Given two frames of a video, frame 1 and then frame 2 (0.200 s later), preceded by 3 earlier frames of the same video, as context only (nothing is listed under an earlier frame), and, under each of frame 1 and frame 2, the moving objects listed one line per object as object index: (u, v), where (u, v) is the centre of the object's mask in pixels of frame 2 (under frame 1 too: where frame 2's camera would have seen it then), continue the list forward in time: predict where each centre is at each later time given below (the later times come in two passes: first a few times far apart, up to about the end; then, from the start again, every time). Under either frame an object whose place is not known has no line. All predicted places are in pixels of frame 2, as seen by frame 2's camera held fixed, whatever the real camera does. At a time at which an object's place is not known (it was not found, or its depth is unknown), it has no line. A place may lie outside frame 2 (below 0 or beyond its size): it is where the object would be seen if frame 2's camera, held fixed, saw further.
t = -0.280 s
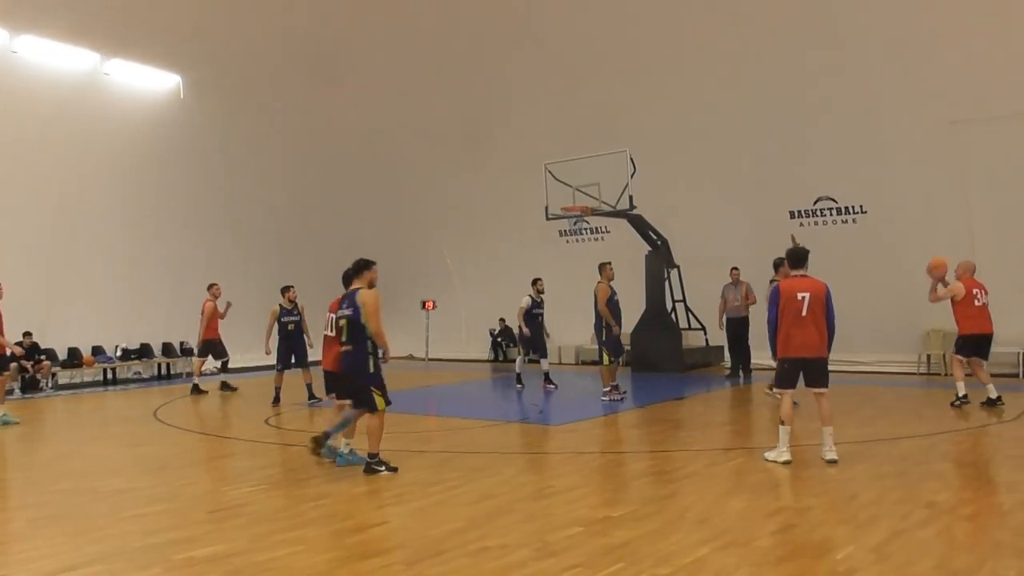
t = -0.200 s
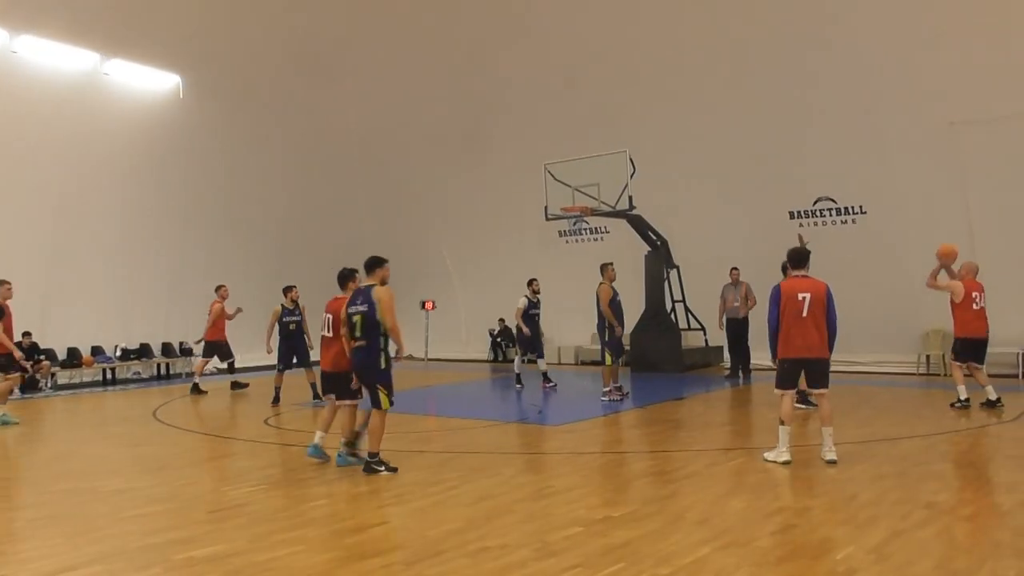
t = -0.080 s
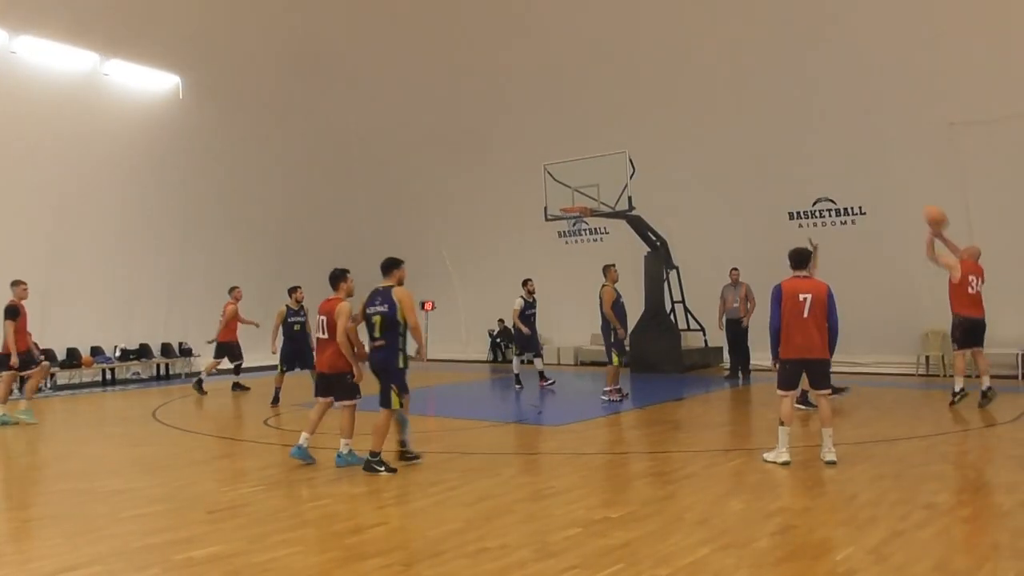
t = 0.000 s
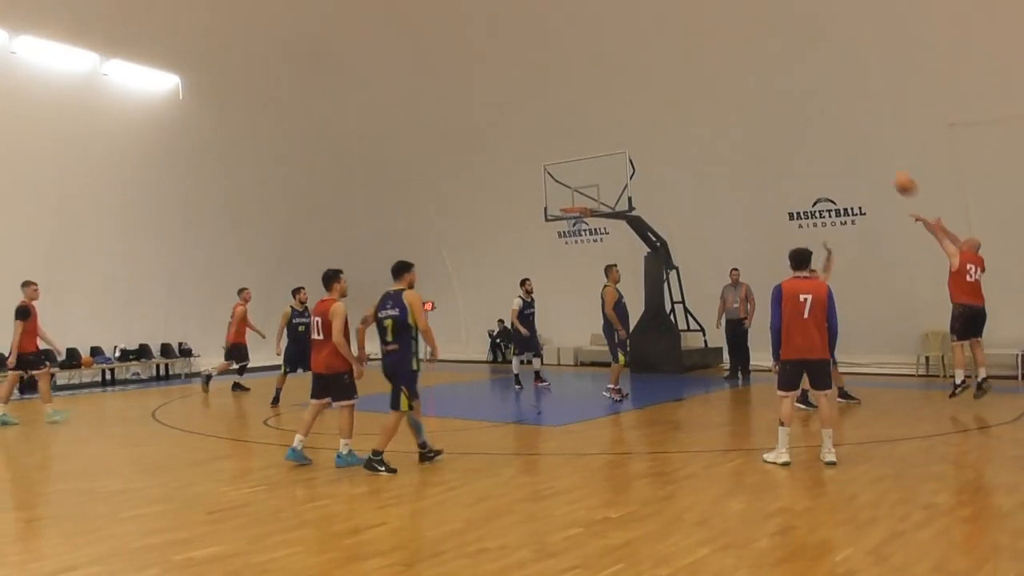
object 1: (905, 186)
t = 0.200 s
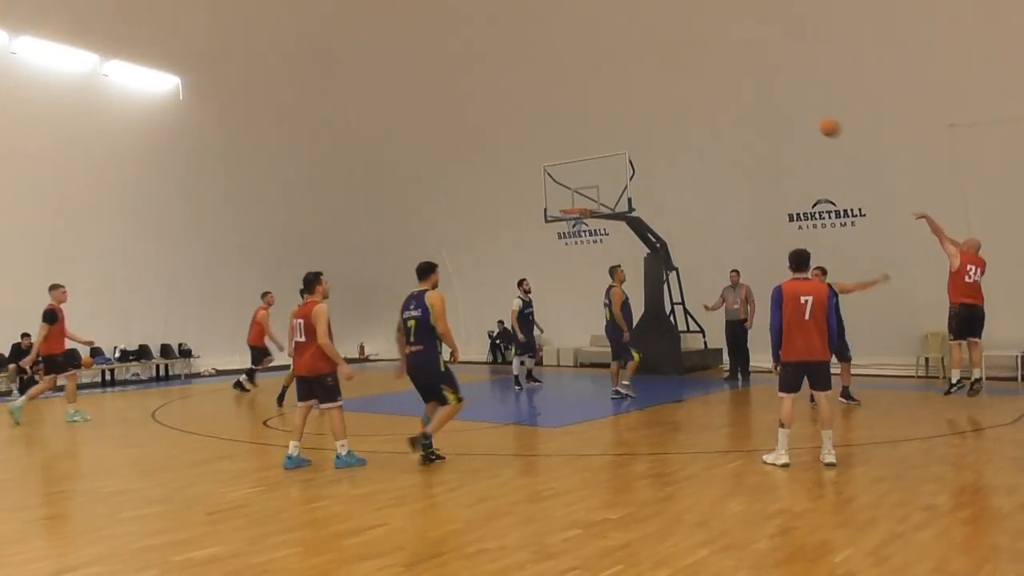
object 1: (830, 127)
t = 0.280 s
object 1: (802, 114)
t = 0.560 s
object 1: (718, 104)
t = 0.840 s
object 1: (649, 141)
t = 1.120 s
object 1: (595, 214)
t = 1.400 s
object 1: (596, 247)
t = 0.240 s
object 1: (816, 120)
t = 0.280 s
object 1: (802, 114)
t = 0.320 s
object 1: (789, 109)
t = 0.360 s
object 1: (776, 105)
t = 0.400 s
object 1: (764, 102)
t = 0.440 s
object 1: (752, 101)
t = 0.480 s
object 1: (741, 101)
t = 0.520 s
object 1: (729, 102)
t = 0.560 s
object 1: (718, 104)
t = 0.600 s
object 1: (707, 107)
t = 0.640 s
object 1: (697, 109)
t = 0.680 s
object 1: (687, 114)
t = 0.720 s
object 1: (677, 120)
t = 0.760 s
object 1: (668, 126)
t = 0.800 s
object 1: (658, 133)
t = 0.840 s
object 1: (649, 141)
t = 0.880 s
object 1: (639, 149)
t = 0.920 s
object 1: (631, 158)
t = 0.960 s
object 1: (622, 168)
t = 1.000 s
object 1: (614, 180)
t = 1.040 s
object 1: (606, 191)
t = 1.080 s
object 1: (596, 205)
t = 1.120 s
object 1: (595, 214)
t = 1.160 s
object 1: (596, 216)
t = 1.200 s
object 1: (596, 219)
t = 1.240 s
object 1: (596, 222)
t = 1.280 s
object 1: (596, 227)
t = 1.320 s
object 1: (595, 232)
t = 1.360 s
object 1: (596, 240)
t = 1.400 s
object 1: (596, 247)
